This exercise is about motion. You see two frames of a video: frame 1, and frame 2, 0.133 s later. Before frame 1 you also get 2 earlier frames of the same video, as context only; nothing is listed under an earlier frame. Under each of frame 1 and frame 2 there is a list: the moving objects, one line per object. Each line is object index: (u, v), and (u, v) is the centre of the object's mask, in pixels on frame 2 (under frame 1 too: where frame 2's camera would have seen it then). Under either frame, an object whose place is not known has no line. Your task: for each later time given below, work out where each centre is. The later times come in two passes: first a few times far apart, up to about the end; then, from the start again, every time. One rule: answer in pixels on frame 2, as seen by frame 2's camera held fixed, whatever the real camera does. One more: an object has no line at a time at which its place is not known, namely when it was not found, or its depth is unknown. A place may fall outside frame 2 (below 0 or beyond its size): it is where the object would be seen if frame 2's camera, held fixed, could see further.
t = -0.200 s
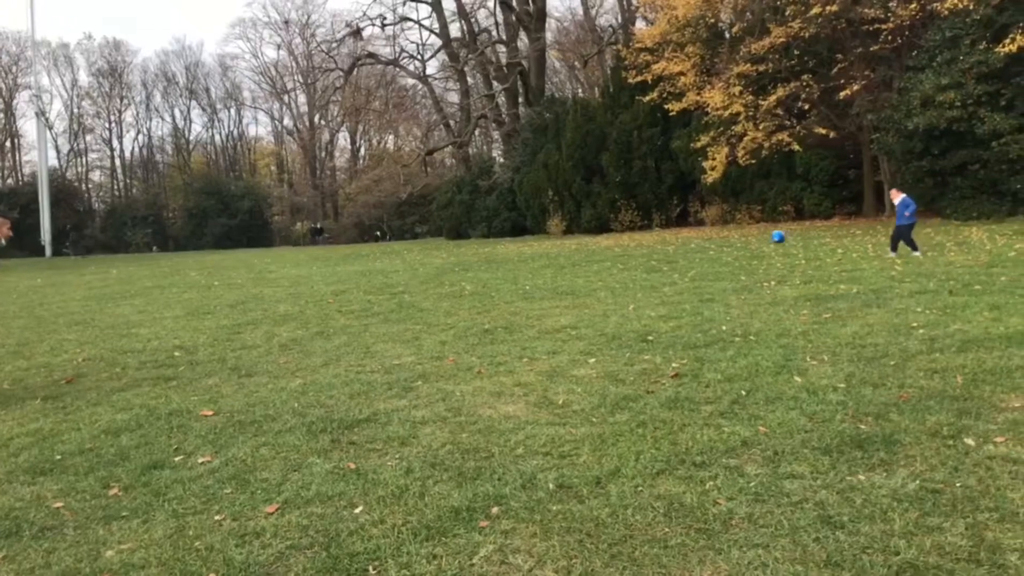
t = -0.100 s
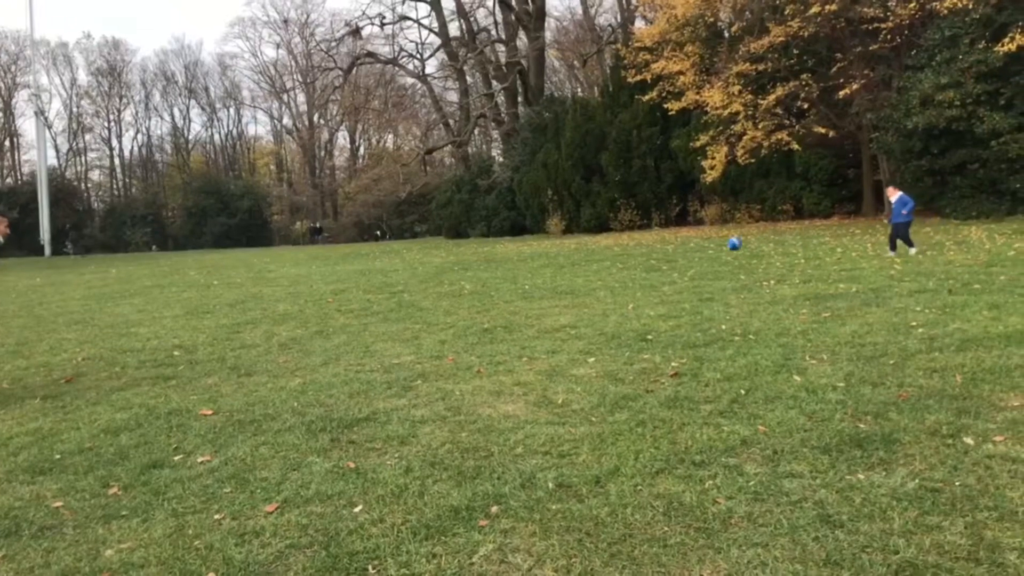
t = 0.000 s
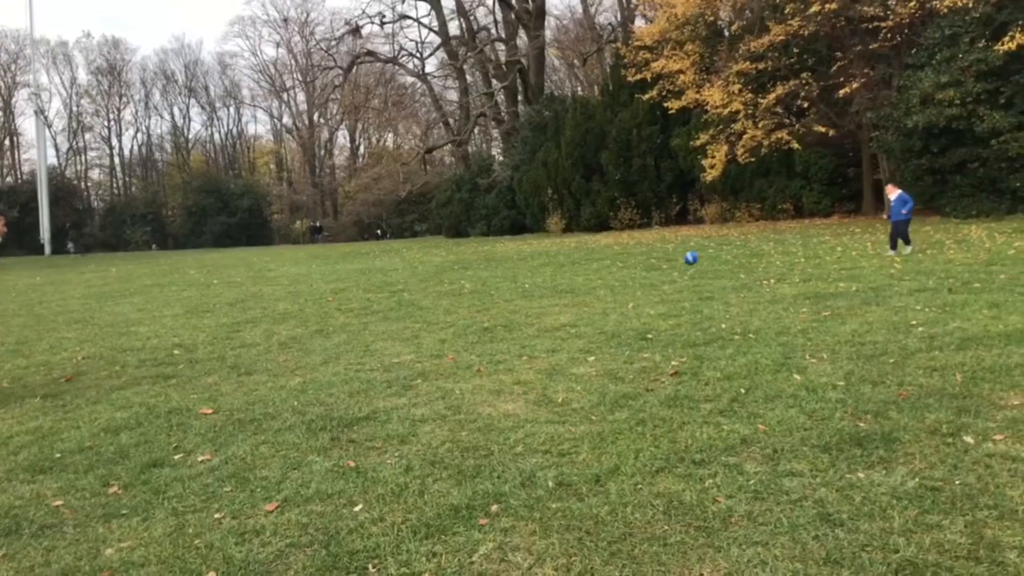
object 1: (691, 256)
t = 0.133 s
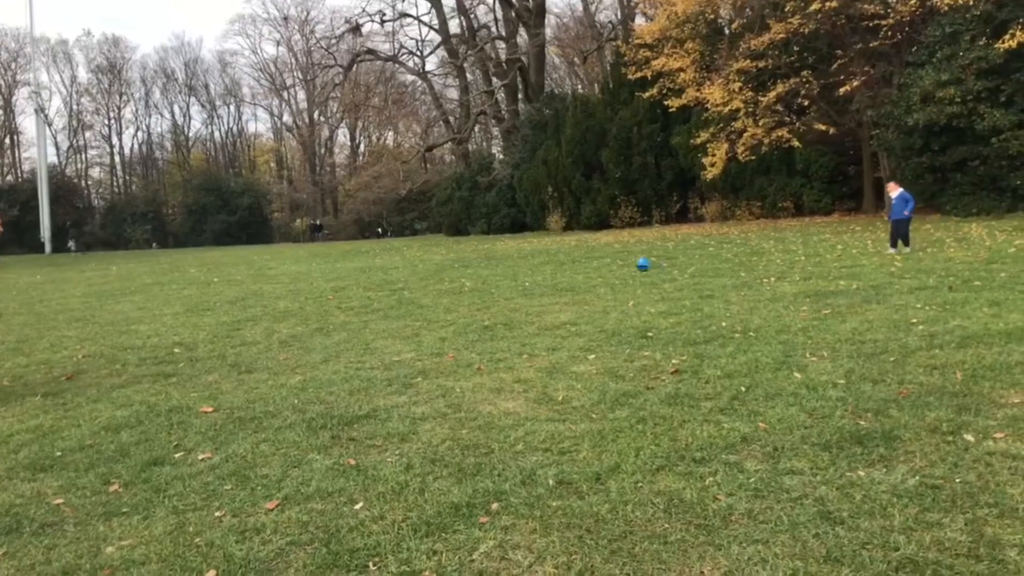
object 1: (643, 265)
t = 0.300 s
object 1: (594, 266)
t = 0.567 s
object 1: (526, 278)
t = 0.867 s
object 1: (460, 283)
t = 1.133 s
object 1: (404, 290)
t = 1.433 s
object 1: (344, 295)
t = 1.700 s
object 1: (291, 299)
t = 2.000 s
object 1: (232, 304)
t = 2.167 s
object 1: (200, 306)
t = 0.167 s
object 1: (633, 264)
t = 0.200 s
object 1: (624, 263)
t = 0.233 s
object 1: (614, 263)
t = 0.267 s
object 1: (603, 264)
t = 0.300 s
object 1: (594, 266)
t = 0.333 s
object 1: (585, 268)
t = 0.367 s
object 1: (575, 271)
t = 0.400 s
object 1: (566, 275)
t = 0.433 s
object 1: (557, 277)
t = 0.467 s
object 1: (549, 277)
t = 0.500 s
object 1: (541, 277)
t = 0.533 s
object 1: (534, 277)
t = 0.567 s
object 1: (526, 278)
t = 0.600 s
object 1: (520, 281)
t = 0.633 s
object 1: (512, 281)
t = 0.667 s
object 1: (505, 281)
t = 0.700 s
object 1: (497, 281)
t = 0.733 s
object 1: (489, 282)
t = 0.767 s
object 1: (482, 283)
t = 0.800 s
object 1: (474, 283)
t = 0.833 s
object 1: (467, 283)
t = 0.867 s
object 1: (460, 283)
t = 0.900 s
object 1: (454, 284)
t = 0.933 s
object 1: (447, 286)
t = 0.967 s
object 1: (440, 287)
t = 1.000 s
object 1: (432, 287)
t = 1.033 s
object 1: (425, 287)
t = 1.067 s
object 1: (418, 287)
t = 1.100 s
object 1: (411, 289)
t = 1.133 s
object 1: (404, 290)
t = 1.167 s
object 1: (397, 290)
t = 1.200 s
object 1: (390, 289)
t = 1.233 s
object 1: (384, 290)
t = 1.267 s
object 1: (377, 290)
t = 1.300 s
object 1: (370, 292)
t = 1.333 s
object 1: (364, 294)
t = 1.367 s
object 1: (357, 293)
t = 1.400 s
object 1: (351, 294)
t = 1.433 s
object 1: (344, 295)
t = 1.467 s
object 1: (338, 296)
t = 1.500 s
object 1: (331, 297)
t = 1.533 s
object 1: (324, 297)
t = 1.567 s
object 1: (317, 298)
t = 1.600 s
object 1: (311, 298)
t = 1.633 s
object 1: (304, 298)
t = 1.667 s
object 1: (297, 299)
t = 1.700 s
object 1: (291, 299)
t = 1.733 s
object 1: (284, 300)
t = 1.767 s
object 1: (277, 301)
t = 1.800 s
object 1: (271, 302)
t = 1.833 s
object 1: (264, 302)
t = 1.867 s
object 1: (258, 302)
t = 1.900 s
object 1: (251, 303)
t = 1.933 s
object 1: (245, 303)
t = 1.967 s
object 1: (238, 304)
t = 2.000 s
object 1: (232, 304)
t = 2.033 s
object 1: (225, 304)
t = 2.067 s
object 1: (218, 304)
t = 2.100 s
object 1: (212, 305)
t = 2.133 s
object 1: (206, 305)
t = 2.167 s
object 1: (200, 306)
